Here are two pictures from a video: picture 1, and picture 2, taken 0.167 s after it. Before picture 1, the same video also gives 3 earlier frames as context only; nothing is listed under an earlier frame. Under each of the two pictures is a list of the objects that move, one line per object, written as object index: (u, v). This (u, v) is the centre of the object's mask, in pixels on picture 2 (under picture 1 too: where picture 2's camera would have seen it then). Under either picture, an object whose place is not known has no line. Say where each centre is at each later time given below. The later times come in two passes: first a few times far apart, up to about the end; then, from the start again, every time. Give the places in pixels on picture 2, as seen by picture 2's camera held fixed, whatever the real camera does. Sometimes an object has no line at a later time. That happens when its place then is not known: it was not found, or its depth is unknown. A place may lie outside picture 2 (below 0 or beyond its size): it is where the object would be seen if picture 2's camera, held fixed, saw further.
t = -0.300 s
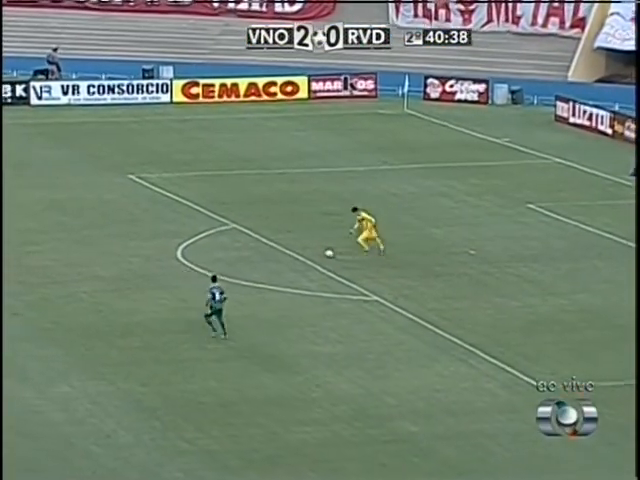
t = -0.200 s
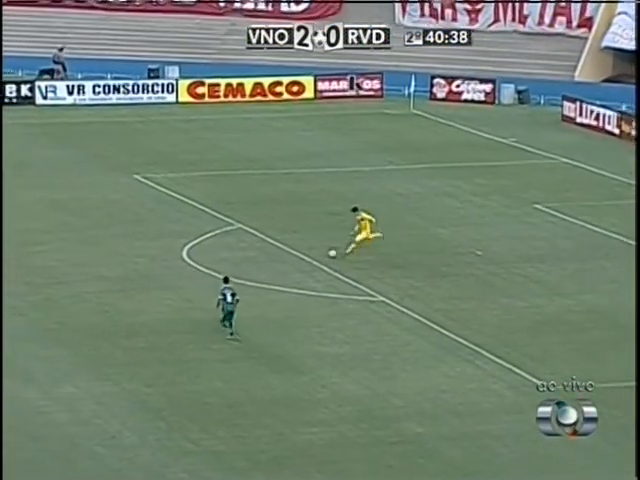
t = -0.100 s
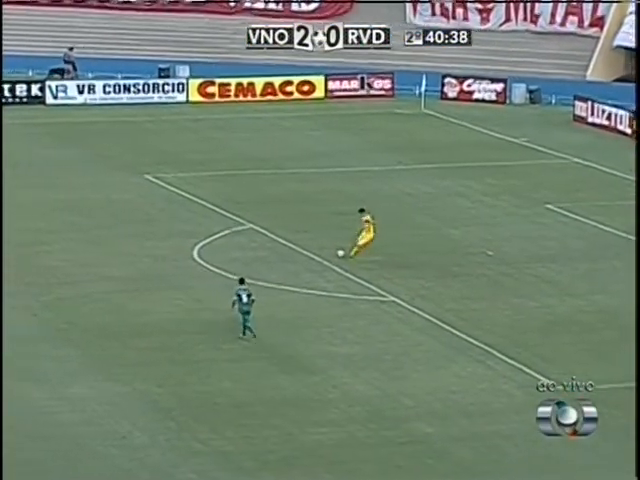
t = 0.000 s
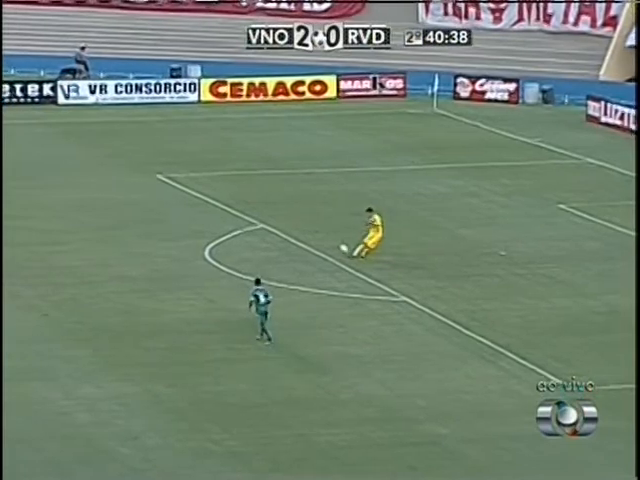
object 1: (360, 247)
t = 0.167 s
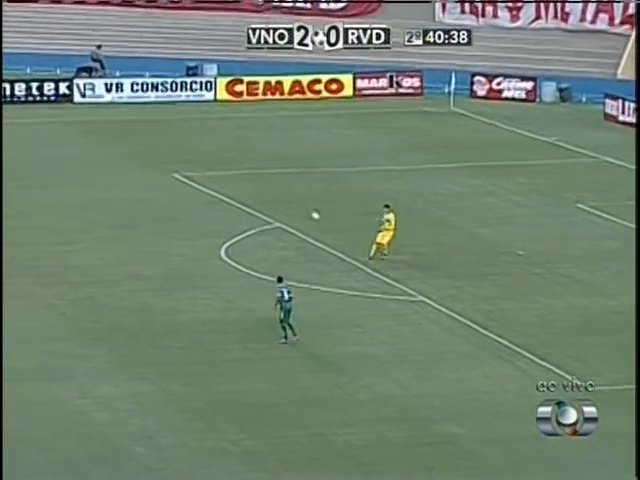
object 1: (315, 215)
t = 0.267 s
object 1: (288, 200)
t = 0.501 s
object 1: (225, 171)
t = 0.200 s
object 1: (306, 210)
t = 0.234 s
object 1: (297, 205)
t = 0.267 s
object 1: (288, 200)
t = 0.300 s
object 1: (279, 195)
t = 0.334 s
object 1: (270, 190)
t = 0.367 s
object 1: (261, 186)
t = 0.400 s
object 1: (252, 182)
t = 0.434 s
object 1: (242, 178)
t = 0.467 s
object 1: (233, 175)
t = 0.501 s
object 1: (225, 171)
